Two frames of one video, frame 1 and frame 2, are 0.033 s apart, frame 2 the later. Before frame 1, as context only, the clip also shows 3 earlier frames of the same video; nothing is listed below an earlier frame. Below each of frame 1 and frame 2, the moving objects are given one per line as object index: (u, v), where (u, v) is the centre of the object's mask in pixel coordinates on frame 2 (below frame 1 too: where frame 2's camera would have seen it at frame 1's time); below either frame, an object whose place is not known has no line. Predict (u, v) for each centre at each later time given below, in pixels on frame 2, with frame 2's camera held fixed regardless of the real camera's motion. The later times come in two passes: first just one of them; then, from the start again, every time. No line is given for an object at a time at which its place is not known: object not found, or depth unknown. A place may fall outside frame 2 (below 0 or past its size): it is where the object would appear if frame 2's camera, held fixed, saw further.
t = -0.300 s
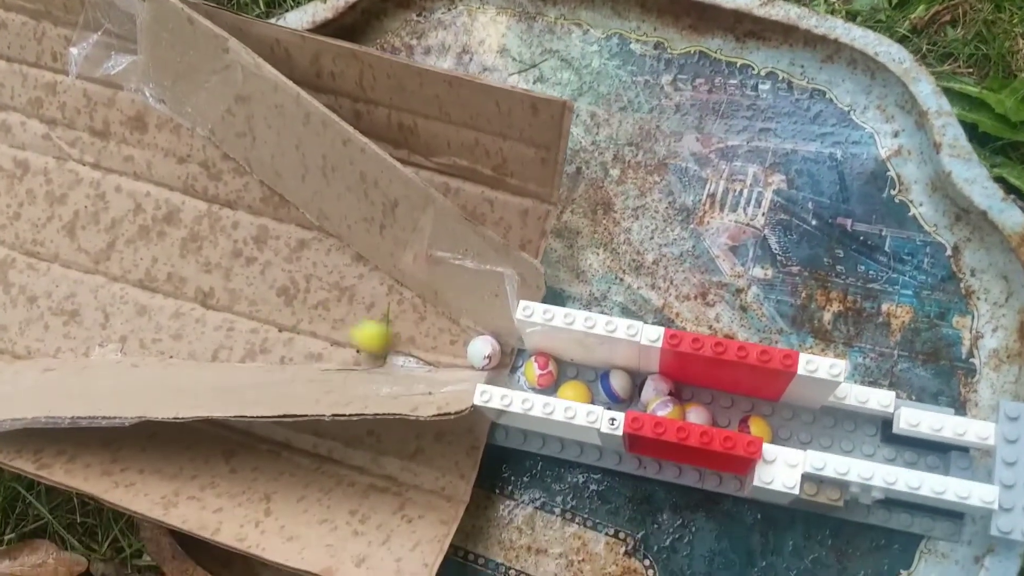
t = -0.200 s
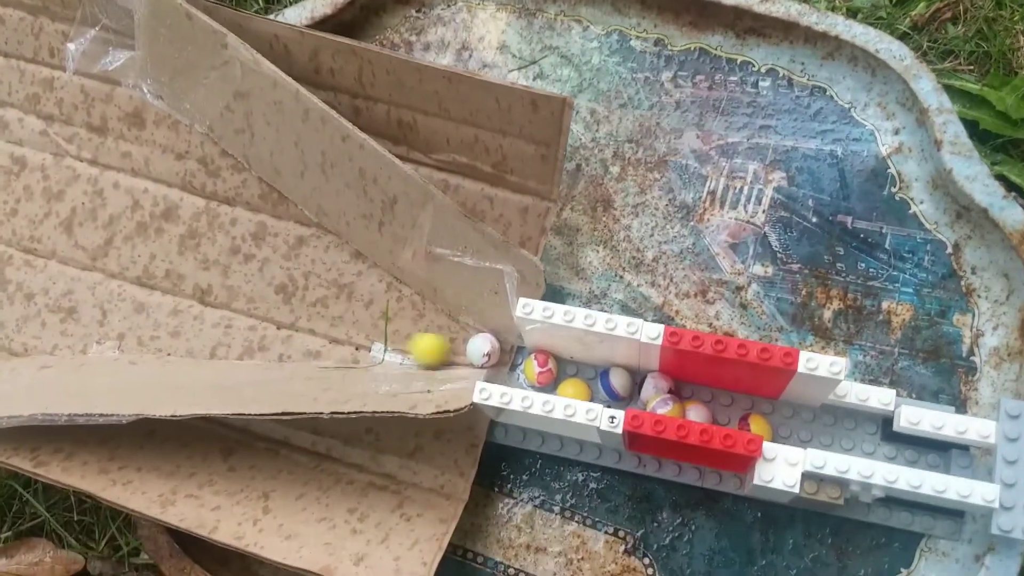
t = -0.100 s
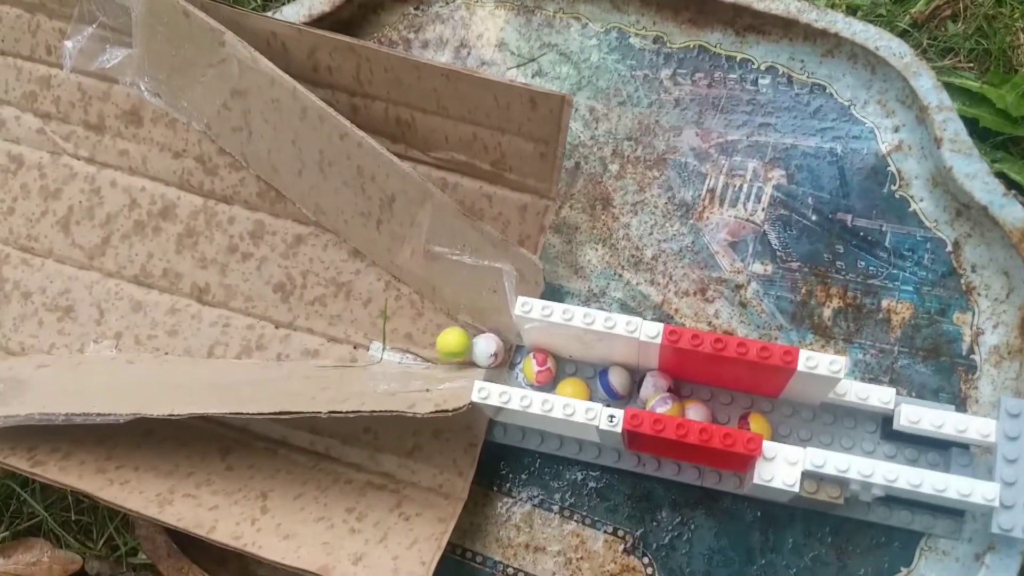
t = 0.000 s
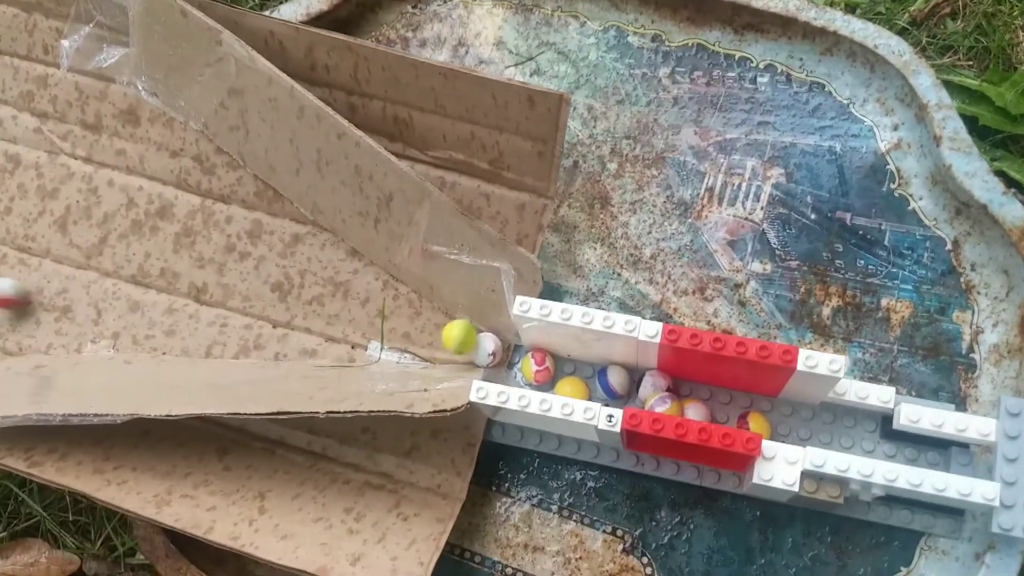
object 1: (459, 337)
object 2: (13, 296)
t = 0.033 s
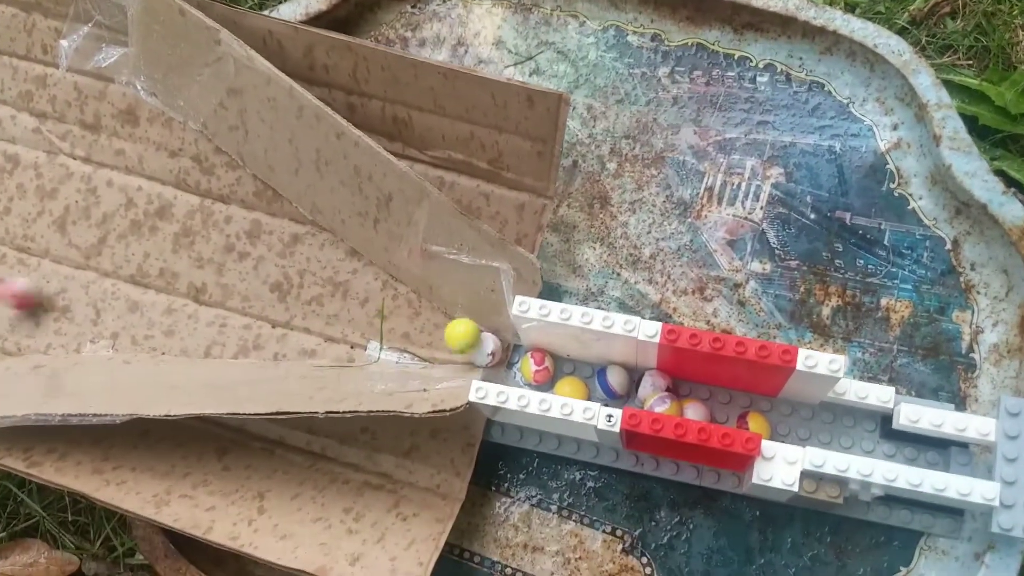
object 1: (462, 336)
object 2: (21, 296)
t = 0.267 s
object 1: (489, 327)
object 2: (130, 299)
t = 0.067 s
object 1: (466, 334)
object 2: (38, 297)
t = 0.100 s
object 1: (470, 333)
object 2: (52, 297)
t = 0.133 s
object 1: (472, 332)
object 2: (68, 297)
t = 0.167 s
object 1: (476, 331)
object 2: (82, 297)
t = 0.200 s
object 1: (480, 330)
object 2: (96, 297)
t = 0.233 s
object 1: (484, 329)
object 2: (113, 298)
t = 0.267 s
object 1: (489, 327)
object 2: (130, 299)
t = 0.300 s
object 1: (492, 328)
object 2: (143, 300)
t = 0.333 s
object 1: (494, 330)
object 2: (160, 300)
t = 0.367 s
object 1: (495, 332)
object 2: (178, 301)
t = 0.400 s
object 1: (498, 335)
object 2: (191, 300)
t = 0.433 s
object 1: (501, 338)
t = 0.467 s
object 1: (501, 341)
